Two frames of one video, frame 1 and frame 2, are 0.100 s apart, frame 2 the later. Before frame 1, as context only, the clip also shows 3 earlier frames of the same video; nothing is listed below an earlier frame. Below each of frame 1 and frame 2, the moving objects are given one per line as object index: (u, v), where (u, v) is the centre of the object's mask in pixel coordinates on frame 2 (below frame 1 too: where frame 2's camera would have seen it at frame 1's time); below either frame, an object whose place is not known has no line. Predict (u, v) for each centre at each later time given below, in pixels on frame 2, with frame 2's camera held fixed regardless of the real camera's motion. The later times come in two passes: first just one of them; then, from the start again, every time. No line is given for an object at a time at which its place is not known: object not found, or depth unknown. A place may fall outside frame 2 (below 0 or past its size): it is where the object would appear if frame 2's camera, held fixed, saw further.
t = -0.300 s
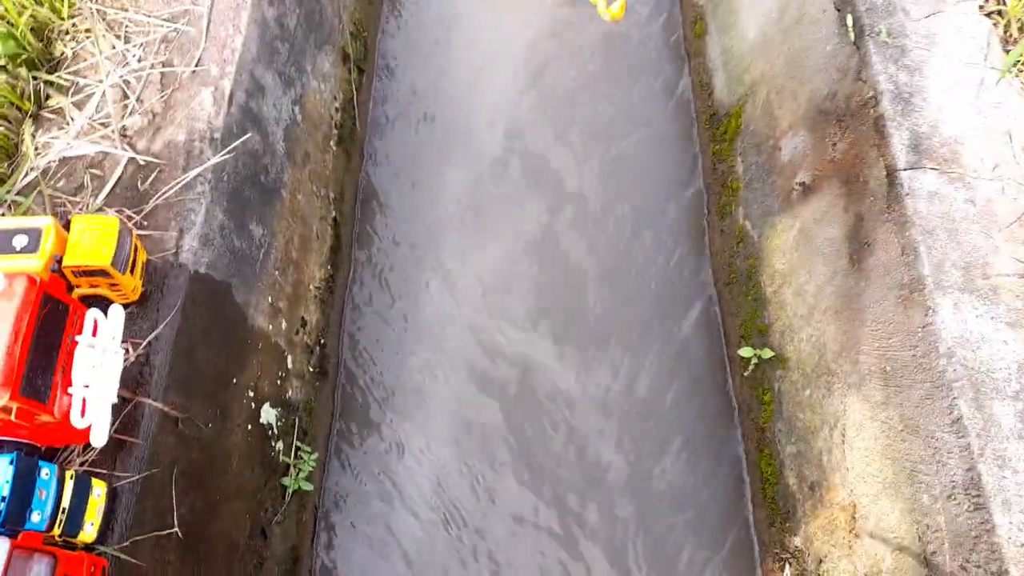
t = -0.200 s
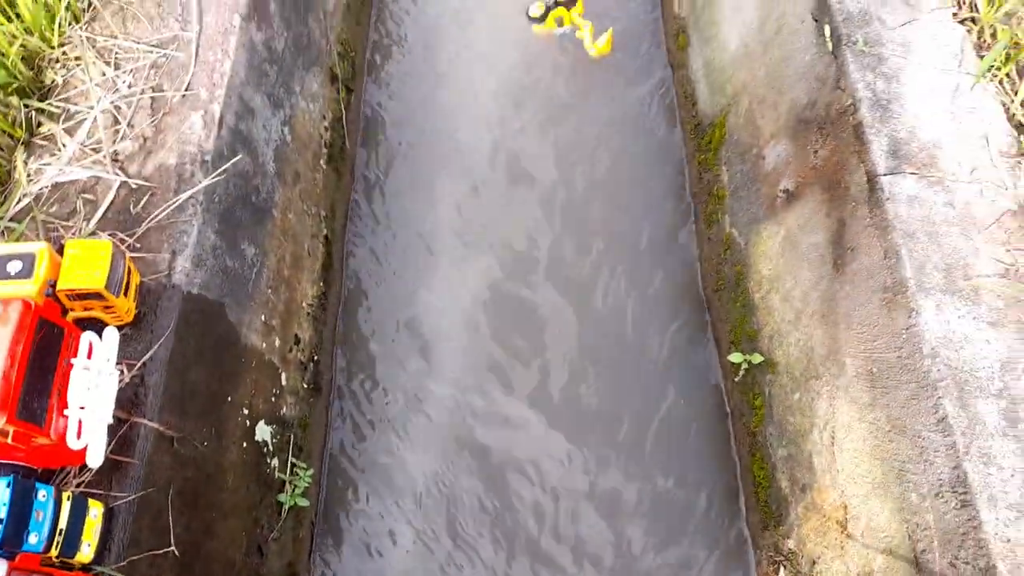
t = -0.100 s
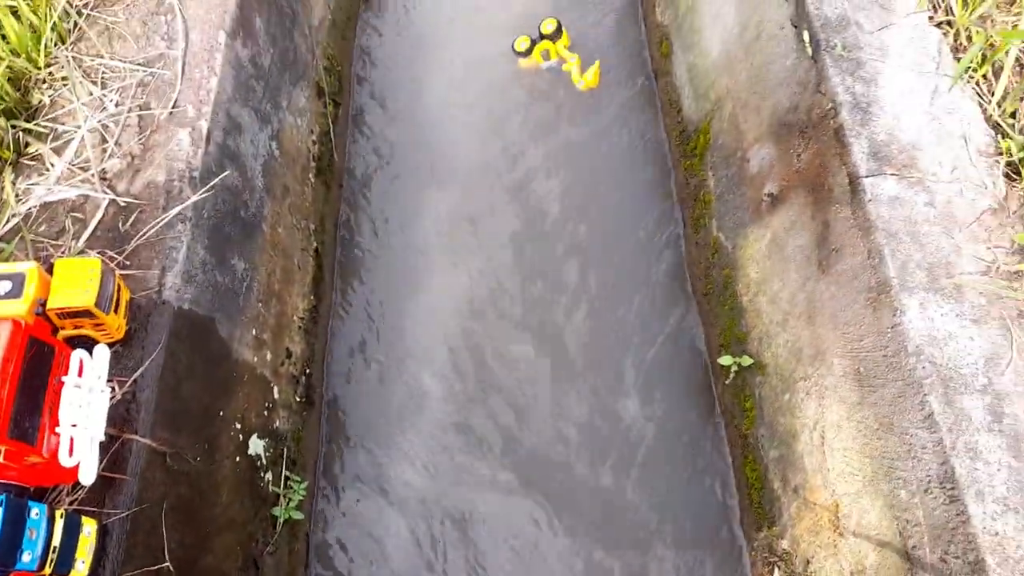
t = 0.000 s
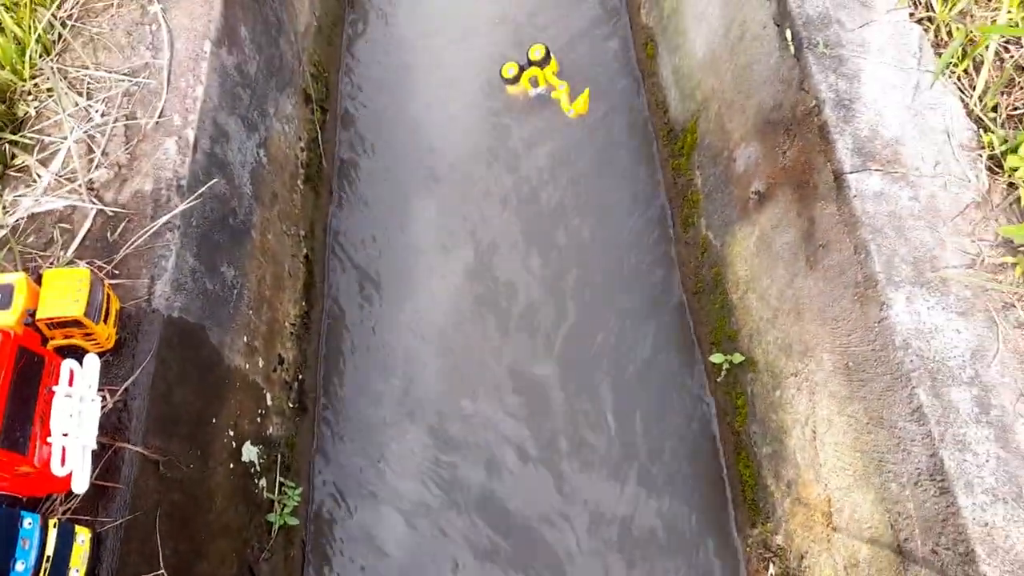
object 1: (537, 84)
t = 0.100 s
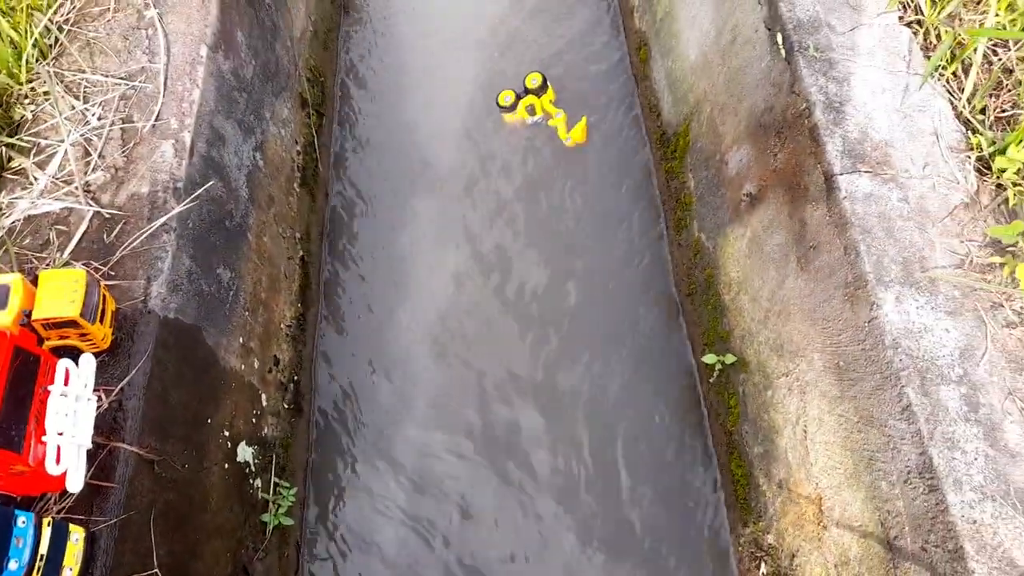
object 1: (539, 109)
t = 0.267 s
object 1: (545, 149)
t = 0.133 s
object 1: (540, 117)
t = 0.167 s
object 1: (541, 125)
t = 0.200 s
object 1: (542, 133)
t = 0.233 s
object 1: (544, 141)
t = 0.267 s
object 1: (545, 149)
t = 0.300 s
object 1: (546, 158)
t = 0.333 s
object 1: (547, 167)
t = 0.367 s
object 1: (548, 176)
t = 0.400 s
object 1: (549, 185)
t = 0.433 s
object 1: (550, 194)
